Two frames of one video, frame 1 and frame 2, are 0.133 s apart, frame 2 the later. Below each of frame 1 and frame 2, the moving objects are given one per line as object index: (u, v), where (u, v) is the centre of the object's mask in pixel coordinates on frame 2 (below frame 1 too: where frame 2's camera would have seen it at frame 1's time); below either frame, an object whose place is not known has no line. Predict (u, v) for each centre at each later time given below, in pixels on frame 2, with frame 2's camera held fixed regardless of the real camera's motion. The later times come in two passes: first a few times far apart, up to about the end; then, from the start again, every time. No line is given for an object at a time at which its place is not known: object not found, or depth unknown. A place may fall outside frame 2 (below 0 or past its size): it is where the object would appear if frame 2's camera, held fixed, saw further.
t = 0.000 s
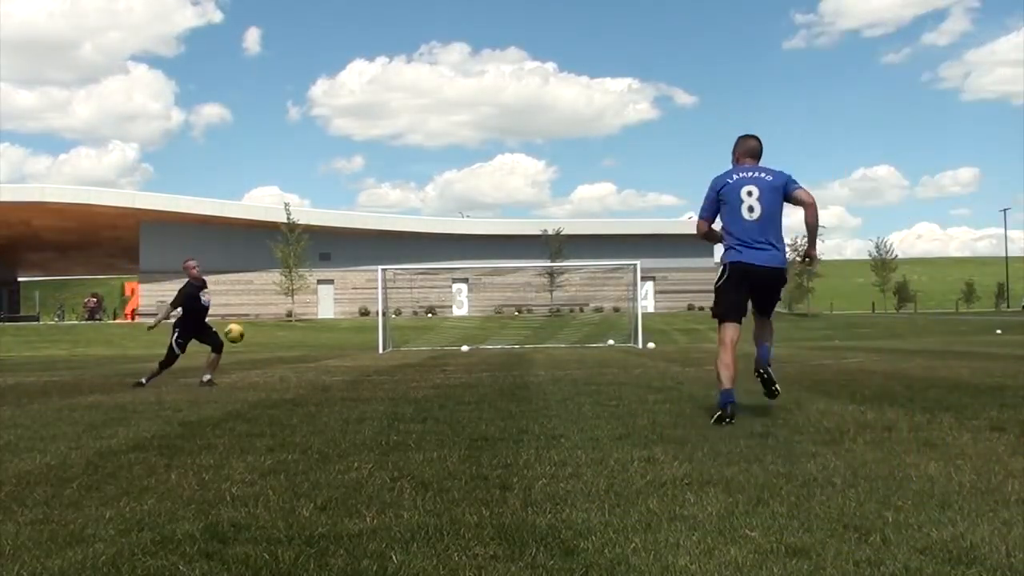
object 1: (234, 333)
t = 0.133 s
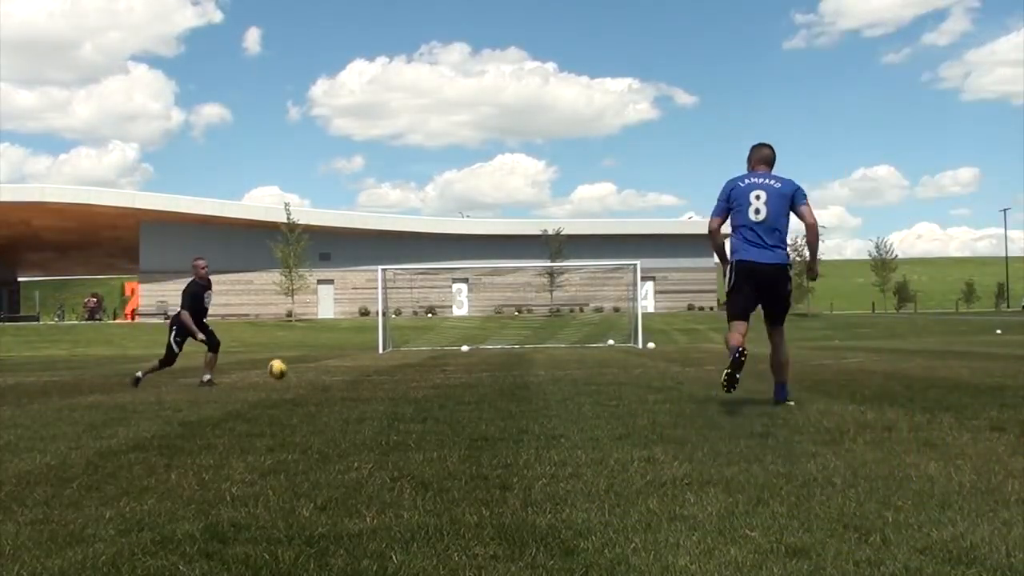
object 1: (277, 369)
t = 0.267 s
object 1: (319, 346)
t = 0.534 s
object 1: (406, 348)
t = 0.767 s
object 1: (479, 366)
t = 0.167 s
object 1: (288, 362)
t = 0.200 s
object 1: (298, 355)
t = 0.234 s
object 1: (309, 350)
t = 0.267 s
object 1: (319, 346)
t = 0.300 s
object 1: (330, 343)
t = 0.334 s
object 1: (341, 341)
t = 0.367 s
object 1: (351, 340)
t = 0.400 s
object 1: (362, 339)
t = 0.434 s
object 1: (373, 340)
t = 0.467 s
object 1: (384, 342)
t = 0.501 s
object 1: (395, 345)
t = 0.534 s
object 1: (406, 348)
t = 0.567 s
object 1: (416, 353)
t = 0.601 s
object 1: (428, 359)
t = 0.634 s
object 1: (439, 366)
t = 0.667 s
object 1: (450, 373)
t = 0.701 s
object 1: (460, 372)
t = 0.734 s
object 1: (470, 369)
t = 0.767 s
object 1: (479, 366)
